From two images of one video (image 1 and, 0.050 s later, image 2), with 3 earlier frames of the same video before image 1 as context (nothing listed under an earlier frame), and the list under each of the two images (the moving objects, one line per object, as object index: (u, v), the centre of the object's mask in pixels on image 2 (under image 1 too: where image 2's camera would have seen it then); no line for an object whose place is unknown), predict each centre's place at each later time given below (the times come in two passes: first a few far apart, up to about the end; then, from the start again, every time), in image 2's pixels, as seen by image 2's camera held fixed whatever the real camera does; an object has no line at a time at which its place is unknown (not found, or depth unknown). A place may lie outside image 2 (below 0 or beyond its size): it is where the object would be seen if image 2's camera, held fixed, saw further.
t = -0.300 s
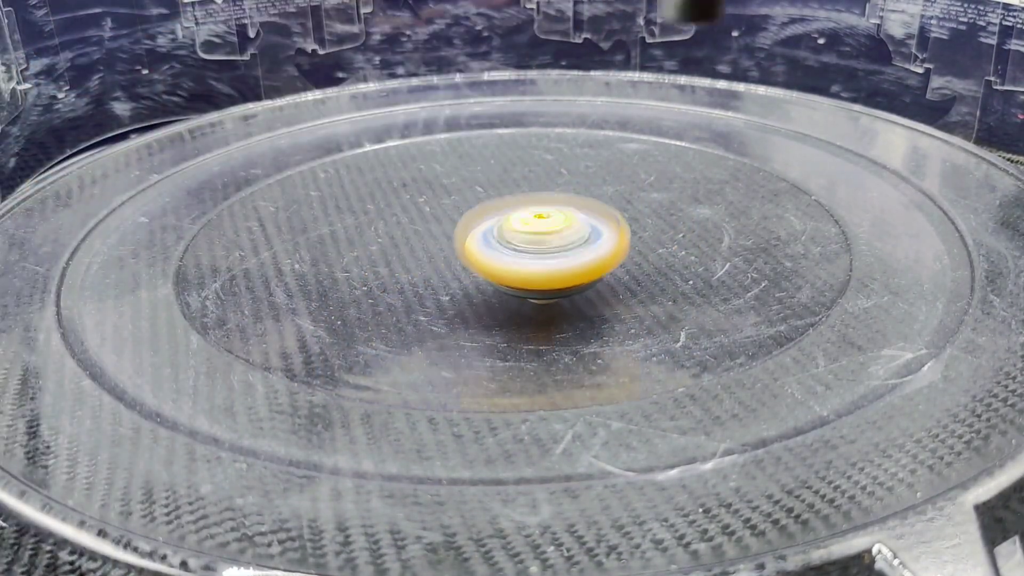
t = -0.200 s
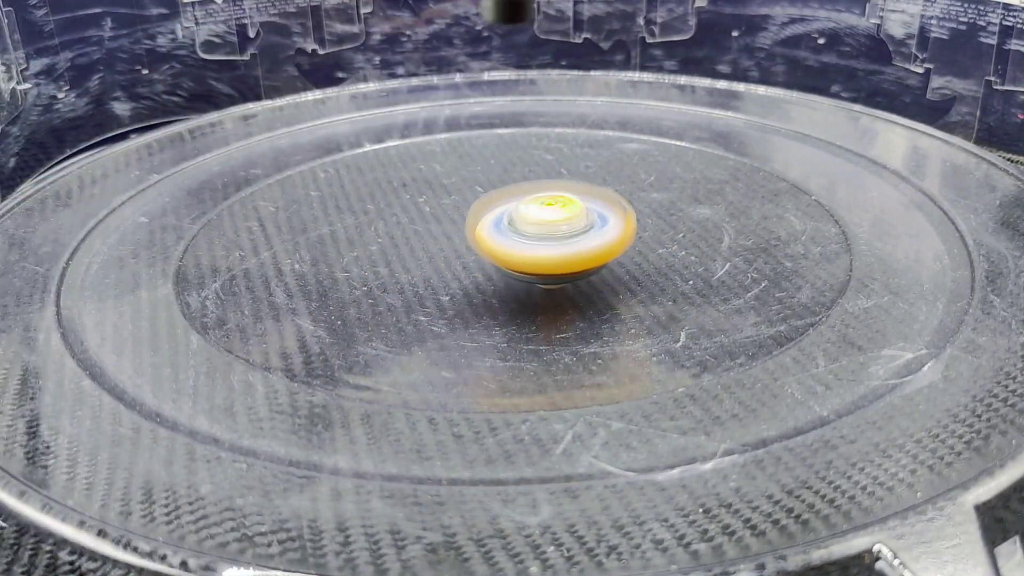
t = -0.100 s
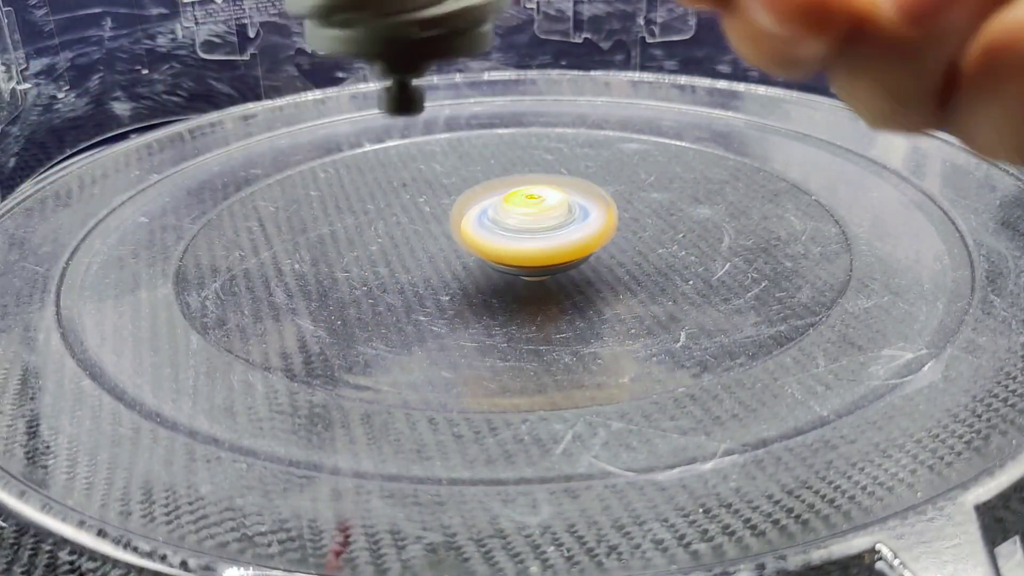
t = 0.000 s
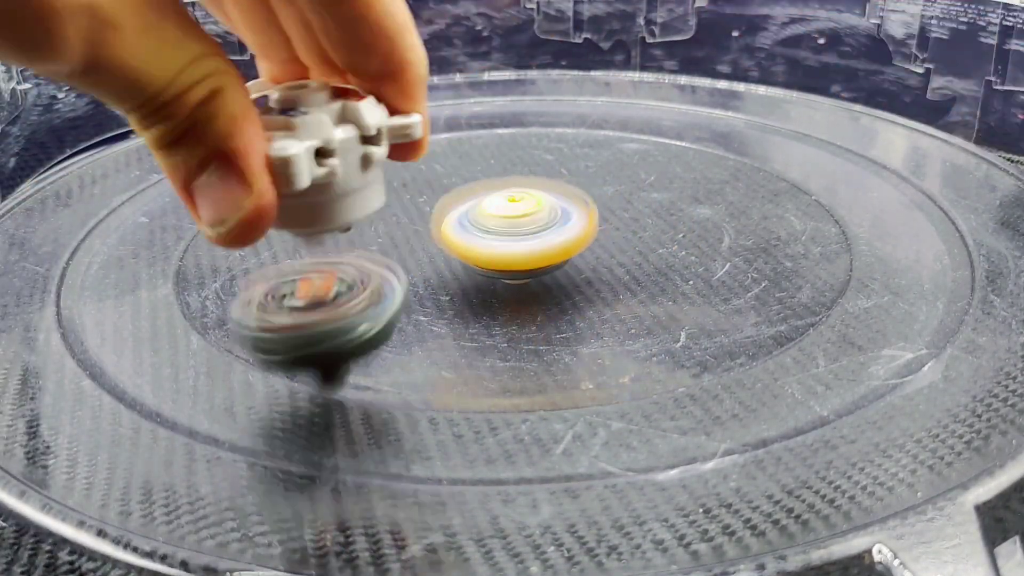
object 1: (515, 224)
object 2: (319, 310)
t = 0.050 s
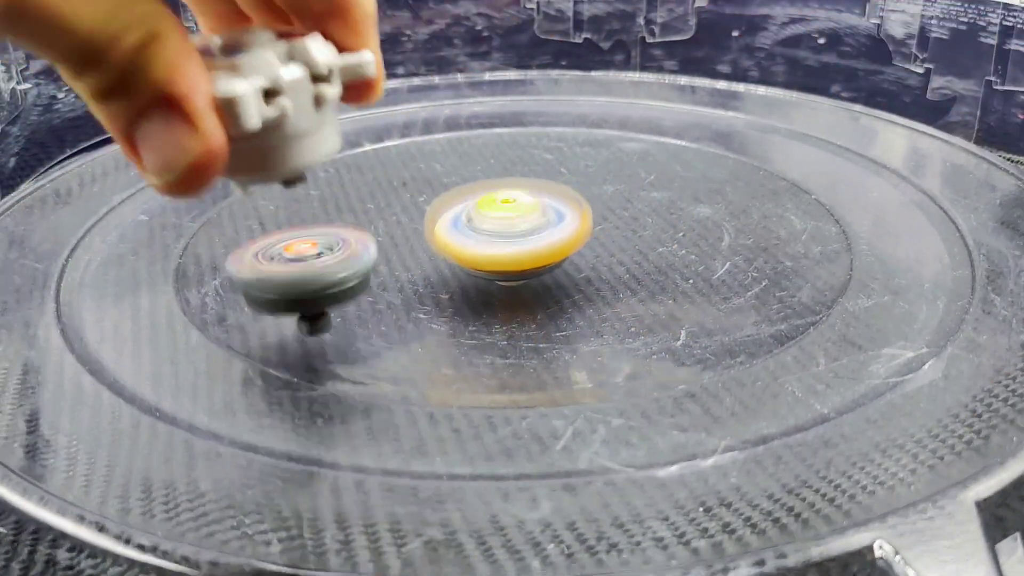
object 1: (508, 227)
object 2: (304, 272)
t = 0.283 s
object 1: (517, 236)
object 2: (468, 143)
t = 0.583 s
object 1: (525, 236)
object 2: (761, 178)
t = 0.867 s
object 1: (525, 237)
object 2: (792, 261)
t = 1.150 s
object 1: (503, 235)
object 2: (715, 236)
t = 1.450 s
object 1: (348, 219)
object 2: (917, 202)
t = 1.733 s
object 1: (478, 266)
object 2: (880, 190)
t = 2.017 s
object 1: (542, 234)
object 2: (758, 188)
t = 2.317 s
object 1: (484, 235)
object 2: (517, 161)
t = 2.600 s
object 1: (529, 245)
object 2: (335, 225)
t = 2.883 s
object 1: (559, 222)
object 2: (540, 298)
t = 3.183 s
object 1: (482, 218)
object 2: (789, 182)
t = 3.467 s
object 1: (485, 246)
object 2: (675, 148)
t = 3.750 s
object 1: (554, 246)
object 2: (429, 207)
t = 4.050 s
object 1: (611, 238)
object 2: (346, 245)
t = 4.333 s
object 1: (564, 221)
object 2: (611, 292)
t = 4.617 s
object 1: (507, 238)
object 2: (696, 229)
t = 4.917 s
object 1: (333, 255)
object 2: (754, 124)
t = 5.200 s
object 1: (416, 274)
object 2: (570, 170)
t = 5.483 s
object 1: (514, 301)
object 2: (446, 112)
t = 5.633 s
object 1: (552, 290)
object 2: (467, 118)
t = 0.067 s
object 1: (507, 228)
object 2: (303, 259)
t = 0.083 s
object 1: (506, 229)
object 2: (304, 254)
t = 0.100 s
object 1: (506, 230)
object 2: (306, 254)
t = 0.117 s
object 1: (506, 231)
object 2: (311, 238)
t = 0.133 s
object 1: (506, 231)
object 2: (319, 226)
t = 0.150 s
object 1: (507, 232)
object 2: (330, 213)
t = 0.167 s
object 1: (508, 233)
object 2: (343, 201)
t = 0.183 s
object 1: (509, 234)
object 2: (356, 190)
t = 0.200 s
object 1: (509, 235)
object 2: (373, 179)
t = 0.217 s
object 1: (510, 235)
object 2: (392, 171)
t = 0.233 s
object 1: (512, 235)
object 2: (411, 162)
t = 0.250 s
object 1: (513, 236)
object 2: (430, 155)
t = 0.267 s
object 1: (515, 236)
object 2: (449, 148)
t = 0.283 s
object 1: (517, 236)
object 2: (468, 143)
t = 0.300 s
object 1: (518, 236)
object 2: (487, 138)
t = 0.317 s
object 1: (519, 236)
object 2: (507, 135)
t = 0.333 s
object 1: (521, 236)
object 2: (527, 134)
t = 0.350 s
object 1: (522, 236)
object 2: (546, 133)
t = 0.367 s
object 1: (523, 236)
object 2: (564, 133)
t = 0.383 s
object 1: (523, 236)
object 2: (583, 135)
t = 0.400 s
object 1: (523, 236)
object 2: (601, 137)
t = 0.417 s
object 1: (524, 236)
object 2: (618, 139)
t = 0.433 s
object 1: (524, 236)
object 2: (635, 141)
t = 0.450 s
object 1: (524, 236)
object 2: (652, 144)
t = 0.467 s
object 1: (525, 236)
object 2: (668, 147)
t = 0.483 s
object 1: (525, 236)
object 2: (684, 150)
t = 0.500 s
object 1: (525, 235)
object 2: (699, 154)
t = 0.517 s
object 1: (525, 235)
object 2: (713, 158)
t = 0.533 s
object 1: (525, 235)
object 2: (726, 163)
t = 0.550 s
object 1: (525, 235)
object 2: (739, 167)
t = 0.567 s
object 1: (525, 235)
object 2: (750, 173)
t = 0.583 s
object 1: (525, 236)
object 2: (761, 178)
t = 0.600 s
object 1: (525, 236)
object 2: (771, 183)
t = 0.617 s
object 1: (525, 236)
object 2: (779, 188)
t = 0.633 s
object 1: (525, 236)
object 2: (787, 194)
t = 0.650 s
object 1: (525, 236)
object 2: (794, 199)
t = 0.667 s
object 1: (525, 236)
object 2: (800, 205)
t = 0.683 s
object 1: (524, 236)
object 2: (805, 211)
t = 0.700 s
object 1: (524, 236)
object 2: (808, 216)
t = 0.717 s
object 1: (524, 236)
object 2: (811, 222)
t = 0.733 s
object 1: (524, 236)
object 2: (812, 227)
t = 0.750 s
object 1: (524, 236)
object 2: (813, 233)
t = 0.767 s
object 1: (524, 236)
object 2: (813, 237)
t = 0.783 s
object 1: (524, 236)
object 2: (812, 242)
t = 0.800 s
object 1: (525, 236)
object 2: (810, 247)
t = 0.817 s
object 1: (525, 237)
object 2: (807, 251)
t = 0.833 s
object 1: (525, 237)
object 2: (803, 255)
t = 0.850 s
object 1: (525, 237)
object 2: (798, 258)
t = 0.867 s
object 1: (525, 237)
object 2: (792, 261)
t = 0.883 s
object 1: (525, 238)
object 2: (785, 263)
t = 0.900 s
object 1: (525, 238)
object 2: (777, 265)
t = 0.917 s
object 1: (525, 239)
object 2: (771, 266)
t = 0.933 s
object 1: (525, 239)
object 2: (762, 268)
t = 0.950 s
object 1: (525, 239)
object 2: (755, 268)
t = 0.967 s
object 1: (525, 239)
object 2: (748, 268)
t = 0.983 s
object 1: (525, 239)
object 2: (740, 268)
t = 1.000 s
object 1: (525, 239)
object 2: (732, 267)
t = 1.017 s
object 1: (525, 239)
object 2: (724, 265)
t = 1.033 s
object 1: (525, 239)
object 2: (716, 263)
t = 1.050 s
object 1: (525, 239)
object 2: (710, 260)
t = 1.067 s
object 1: (525, 239)
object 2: (703, 257)
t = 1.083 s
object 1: (525, 239)
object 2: (695, 254)
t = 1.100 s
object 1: (526, 239)
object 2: (689, 251)
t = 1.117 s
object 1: (526, 239)
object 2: (681, 247)
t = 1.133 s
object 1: (525, 239)
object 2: (674, 243)
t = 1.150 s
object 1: (503, 235)
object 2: (715, 236)
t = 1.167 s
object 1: (480, 230)
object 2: (756, 229)
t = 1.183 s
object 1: (460, 224)
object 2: (792, 223)
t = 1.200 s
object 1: (442, 218)
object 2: (828, 217)
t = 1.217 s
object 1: (426, 213)
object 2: (859, 209)
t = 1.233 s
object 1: (413, 208)
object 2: (886, 204)
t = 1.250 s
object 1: (401, 204)
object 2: (912, 206)
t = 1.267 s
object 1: (391, 200)
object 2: (937, 208)
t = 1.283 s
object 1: (382, 198)
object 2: (955, 207)
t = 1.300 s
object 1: (374, 196)
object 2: (960, 204)
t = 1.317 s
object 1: (368, 196)
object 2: (954, 204)
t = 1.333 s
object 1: (362, 196)
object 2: (946, 206)
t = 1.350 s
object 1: (358, 198)
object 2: (940, 204)
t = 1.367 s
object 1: (354, 200)
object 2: (933, 204)
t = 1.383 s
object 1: (351, 203)
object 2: (929, 204)
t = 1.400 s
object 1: (349, 206)
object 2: (925, 203)
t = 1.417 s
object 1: (348, 210)
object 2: (923, 204)
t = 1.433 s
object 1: (347, 215)
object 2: (920, 203)
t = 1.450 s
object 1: (348, 219)
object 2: (917, 202)
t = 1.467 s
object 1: (350, 224)
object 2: (915, 201)
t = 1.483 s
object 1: (353, 229)
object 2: (914, 201)
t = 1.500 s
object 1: (356, 234)
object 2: (911, 200)
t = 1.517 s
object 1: (361, 238)
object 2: (909, 199)
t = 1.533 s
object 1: (366, 242)
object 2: (907, 198)
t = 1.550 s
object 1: (372, 246)
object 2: (905, 197)
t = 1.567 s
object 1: (380, 250)
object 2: (902, 197)
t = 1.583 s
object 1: (388, 253)
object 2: (901, 196)
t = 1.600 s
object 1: (397, 257)
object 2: (899, 196)
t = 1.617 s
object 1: (406, 259)
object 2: (897, 195)
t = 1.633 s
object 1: (416, 261)
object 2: (895, 195)
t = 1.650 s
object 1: (427, 263)
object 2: (893, 194)
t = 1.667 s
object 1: (437, 265)
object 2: (890, 193)
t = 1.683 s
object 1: (448, 266)
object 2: (888, 192)
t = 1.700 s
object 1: (458, 266)
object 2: (885, 191)
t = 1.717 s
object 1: (468, 266)
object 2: (882, 191)
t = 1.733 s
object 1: (478, 266)
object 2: (880, 190)
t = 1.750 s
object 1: (487, 265)
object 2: (877, 190)
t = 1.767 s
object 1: (496, 264)
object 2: (874, 190)
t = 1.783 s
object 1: (504, 262)
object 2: (872, 189)
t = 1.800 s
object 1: (512, 261)
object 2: (869, 189)
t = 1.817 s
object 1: (518, 259)
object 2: (866, 189)
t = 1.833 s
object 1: (524, 257)
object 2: (864, 188)
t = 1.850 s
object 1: (529, 255)
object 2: (860, 187)
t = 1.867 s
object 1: (533, 253)
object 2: (855, 186)
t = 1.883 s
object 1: (536, 250)
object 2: (849, 186)
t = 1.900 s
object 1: (539, 248)
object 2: (841, 186)
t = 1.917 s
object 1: (541, 246)
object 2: (830, 188)
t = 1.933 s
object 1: (542, 244)
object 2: (820, 187)
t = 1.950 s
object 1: (543, 242)
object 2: (809, 188)
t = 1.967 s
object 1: (544, 240)
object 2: (796, 188)
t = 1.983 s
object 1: (544, 238)
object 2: (785, 188)
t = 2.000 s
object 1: (543, 236)
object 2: (772, 188)
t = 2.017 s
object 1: (542, 234)
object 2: (758, 188)
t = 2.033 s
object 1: (540, 233)
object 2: (744, 188)
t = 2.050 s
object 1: (538, 232)
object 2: (730, 188)
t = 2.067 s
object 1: (537, 231)
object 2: (716, 187)
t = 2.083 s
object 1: (535, 230)
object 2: (701, 187)
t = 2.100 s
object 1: (533, 229)
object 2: (685, 186)
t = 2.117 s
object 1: (531, 228)
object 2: (670, 186)
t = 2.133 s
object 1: (529, 228)
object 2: (653, 185)
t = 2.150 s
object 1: (524, 228)
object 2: (638, 183)
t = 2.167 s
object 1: (518, 228)
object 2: (630, 179)
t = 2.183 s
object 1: (512, 229)
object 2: (619, 176)
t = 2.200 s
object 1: (507, 229)
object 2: (608, 174)
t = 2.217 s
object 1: (503, 230)
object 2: (595, 172)
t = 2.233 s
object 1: (499, 230)
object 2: (583, 170)
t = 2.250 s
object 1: (497, 230)
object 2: (568, 168)
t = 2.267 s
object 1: (495, 230)
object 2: (555, 167)
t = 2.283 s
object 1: (492, 231)
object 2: (541, 165)
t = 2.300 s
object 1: (488, 233)
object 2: (530, 163)
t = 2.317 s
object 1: (484, 235)
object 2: (517, 161)
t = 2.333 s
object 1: (482, 236)
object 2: (506, 160)
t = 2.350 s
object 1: (481, 237)
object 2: (493, 161)
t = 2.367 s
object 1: (480, 238)
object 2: (481, 161)
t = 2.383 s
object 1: (480, 239)
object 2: (468, 162)
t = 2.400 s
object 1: (480, 239)
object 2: (456, 165)
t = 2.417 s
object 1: (482, 240)
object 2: (443, 167)
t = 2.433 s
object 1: (483, 241)
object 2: (431, 171)
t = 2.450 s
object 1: (486, 242)
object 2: (419, 176)
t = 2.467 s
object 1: (488, 242)
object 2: (408, 181)
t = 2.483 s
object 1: (491, 242)
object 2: (397, 188)
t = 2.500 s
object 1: (494, 243)
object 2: (389, 196)
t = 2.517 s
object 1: (496, 243)
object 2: (379, 203)
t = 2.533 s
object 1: (503, 244)
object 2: (370, 207)
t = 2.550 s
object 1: (511, 245)
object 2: (357, 210)
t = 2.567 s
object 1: (517, 245)
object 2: (347, 214)
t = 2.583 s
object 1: (523, 245)
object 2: (339, 219)
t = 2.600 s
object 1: (529, 245)
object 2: (335, 225)
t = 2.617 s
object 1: (535, 245)
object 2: (331, 230)
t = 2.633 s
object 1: (539, 244)
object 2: (331, 237)
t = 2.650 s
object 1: (544, 244)
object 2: (331, 243)
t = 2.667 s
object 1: (547, 243)
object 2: (335, 250)
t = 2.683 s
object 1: (551, 242)
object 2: (340, 255)
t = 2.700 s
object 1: (554, 241)
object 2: (348, 262)
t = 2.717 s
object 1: (557, 240)
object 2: (357, 268)
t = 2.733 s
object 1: (559, 239)
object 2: (370, 275)
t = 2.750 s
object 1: (561, 238)
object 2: (383, 280)
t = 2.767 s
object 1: (562, 236)
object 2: (398, 286)
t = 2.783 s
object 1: (562, 235)
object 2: (415, 290)
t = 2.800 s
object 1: (562, 234)
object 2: (434, 294)
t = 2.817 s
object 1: (562, 232)
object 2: (453, 296)
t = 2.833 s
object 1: (563, 229)
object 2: (475, 298)
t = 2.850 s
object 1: (562, 226)
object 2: (496, 299)
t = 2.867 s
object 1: (561, 223)
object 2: (518, 299)
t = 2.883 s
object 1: (559, 222)
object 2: (540, 298)
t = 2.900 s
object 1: (557, 220)
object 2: (561, 296)
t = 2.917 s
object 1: (555, 219)
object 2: (583, 293)
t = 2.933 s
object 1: (551, 219)
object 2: (601, 288)
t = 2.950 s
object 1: (549, 220)
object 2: (619, 283)
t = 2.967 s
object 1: (547, 221)
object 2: (634, 277)
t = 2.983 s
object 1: (546, 223)
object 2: (648, 271)
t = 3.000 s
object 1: (545, 223)
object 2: (659, 264)
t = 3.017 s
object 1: (544, 223)
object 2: (669, 256)
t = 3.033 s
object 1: (543, 224)
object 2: (675, 249)
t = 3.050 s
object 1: (542, 224)
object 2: (680, 242)
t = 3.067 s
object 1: (541, 224)
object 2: (682, 234)
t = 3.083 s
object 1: (536, 223)
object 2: (691, 225)
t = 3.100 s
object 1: (523, 222)
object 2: (717, 217)
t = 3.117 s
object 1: (512, 220)
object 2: (739, 209)
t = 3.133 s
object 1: (503, 219)
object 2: (757, 201)
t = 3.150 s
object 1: (494, 218)
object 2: (770, 195)
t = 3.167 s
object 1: (487, 218)
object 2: (782, 188)
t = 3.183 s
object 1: (482, 218)
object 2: (789, 182)
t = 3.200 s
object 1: (477, 218)
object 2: (792, 177)
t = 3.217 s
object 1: (473, 219)
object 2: (793, 172)
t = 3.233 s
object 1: (470, 221)
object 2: (791, 168)
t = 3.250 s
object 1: (468, 222)
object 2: (788, 164)
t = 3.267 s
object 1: (466, 224)
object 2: (783, 161)
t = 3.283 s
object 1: (465, 227)
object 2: (777, 159)
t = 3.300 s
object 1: (465, 228)
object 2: (770, 156)
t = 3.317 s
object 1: (465, 230)
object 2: (763, 154)
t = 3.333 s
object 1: (466, 232)
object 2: (755, 153)
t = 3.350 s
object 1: (468, 234)
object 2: (747, 151)
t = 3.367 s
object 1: (469, 236)
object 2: (738, 150)
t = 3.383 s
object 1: (470, 238)
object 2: (729, 149)
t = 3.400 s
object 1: (472, 240)
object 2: (719, 148)
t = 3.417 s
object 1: (475, 242)
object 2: (709, 148)
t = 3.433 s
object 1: (477, 243)
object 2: (698, 147)
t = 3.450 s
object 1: (481, 245)
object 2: (687, 148)
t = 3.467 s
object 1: (485, 246)
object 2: (675, 148)
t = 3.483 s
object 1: (489, 247)
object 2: (663, 149)
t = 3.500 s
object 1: (494, 247)
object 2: (650, 150)
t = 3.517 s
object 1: (498, 248)
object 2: (637, 151)
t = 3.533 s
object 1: (501, 248)
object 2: (624, 153)
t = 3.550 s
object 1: (506, 249)
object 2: (610, 154)
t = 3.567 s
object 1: (510, 249)
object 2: (596, 156)
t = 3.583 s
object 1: (515, 250)
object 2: (581, 159)
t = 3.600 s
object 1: (519, 249)
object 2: (566, 161)
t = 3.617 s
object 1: (524, 249)
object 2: (552, 164)
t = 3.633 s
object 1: (528, 249)
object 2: (537, 167)
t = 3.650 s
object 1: (532, 248)
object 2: (521, 170)
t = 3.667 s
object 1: (534, 247)
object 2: (504, 174)
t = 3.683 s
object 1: (538, 247)
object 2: (490, 180)
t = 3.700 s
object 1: (541, 247)
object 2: (474, 188)
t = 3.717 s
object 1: (543, 246)
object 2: (457, 195)
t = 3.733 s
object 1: (547, 245)
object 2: (445, 204)
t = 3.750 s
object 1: (554, 246)
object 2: (429, 207)
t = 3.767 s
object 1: (567, 248)
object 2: (405, 203)
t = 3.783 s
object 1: (576, 249)
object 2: (384, 197)
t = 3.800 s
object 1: (585, 251)
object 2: (365, 196)
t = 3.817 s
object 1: (594, 252)
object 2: (349, 194)
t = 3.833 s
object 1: (600, 252)
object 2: (335, 192)
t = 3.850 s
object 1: (606, 252)
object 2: (324, 192)
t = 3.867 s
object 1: (609, 251)
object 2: (316, 193)
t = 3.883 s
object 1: (612, 250)
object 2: (312, 195)
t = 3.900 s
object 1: (614, 249)
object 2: (309, 198)
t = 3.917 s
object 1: (616, 249)
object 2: (308, 201)
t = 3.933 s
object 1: (617, 247)
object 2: (310, 206)
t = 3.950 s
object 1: (618, 246)
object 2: (313, 212)
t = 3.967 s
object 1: (618, 244)
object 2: (316, 217)
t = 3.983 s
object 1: (616, 243)
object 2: (320, 223)
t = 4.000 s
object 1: (615, 241)
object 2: (325, 228)
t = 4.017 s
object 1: (614, 240)
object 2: (332, 234)
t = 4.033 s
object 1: (612, 239)
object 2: (339, 240)
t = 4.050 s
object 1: (611, 238)
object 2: (346, 245)
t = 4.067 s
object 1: (609, 237)
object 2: (355, 251)
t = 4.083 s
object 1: (606, 236)
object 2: (364, 257)
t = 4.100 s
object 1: (604, 235)
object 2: (374, 261)
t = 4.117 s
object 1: (601, 234)
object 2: (386, 267)
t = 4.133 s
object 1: (599, 233)
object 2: (399, 272)
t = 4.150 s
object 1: (597, 233)
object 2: (412, 276)
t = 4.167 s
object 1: (595, 233)
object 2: (427, 282)
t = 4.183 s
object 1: (592, 233)
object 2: (444, 285)
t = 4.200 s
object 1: (589, 232)
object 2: (460, 288)
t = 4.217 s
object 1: (588, 231)
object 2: (479, 291)
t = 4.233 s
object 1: (587, 229)
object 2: (498, 292)
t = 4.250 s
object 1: (585, 226)
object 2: (518, 293)
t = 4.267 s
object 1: (581, 224)
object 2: (539, 293)
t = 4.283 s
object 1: (576, 222)
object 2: (559, 291)
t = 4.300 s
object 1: (571, 222)
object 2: (577, 292)
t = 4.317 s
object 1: (568, 221)
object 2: (594, 293)
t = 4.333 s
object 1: (564, 221)
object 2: (611, 292)
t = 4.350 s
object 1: (561, 222)
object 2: (626, 291)
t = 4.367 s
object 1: (558, 224)
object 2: (640, 289)
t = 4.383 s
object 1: (556, 225)
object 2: (654, 286)
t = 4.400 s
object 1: (553, 225)
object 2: (665, 283)
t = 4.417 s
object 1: (549, 226)
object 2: (676, 279)
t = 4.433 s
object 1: (544, 226)
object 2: (685, 274)
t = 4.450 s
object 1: (540, 227)
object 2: (694, 270)
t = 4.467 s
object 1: (537, 228)
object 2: (701, 266)
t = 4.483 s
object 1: (533, 229)
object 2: (705, 261)
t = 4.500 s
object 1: (529, 230)
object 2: (709, 257)
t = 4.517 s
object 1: (525, 230)
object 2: (712, 253)
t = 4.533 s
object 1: (521, 232)
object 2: (712, 248)
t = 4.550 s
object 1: (518, 233)
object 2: (712, 244)
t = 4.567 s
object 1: (516, 234)
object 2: (710, 240)
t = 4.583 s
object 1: (513, 236)
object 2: (706, 236)
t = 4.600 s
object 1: (511, 236)
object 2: (702, 233)
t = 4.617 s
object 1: (507, 238)
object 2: (696, 229)
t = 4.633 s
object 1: (505, 239)
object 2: (688, 226)
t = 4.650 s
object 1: (504, 241)
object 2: (680, 223)
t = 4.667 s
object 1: (503, 242)
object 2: (670, 221)
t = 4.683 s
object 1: (501, 243)
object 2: (659, 219)
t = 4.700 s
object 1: (501, 244)
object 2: (647, 217)
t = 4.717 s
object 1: (499, 245)
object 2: (636, 215)
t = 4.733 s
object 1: (477, 249)
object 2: (652, 201)
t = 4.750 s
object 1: (452, 251)
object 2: (678, 188)
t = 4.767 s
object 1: (428, 252)
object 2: (700, 176)
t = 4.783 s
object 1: (407, 251)
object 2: (719, 166)
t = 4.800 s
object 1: (388, 251)
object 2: (734, 155)
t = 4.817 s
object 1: (371, 252)
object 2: (746, 147)
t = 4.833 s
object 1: (359, 252)
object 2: (754, 140)
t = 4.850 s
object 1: (349, 251)
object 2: (760, 134)
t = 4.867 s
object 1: (341, 251)
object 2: (762, 128)
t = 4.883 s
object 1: (337, 253)
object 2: (761, 126)
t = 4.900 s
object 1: (333, 254)
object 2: (759, 124)
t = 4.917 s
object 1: (333, 255)
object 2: (754, 124)
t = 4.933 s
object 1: (334, 256)
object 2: (748, 125)
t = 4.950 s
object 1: (335, 258)
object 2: (740, 126)
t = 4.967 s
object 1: (337, 261)
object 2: (732, 128)
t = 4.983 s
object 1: (341, 262)
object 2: (723, 130)
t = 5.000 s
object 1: (344, 263)
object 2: (714, 132)
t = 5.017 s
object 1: (348, 265)
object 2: (705, 134)
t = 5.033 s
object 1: (353, 267)
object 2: (695, 137)
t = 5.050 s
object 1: (358, 268)
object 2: (685, 139)
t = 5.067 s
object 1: (363, 269)
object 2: (674, 142)
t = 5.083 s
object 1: (371, 270)
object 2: (662, 144)
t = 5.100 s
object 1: (375, 271)
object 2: (650, 147)
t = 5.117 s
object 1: (380, 272)
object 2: (638, 150)
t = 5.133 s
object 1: (390, 273)
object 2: (625, 154)
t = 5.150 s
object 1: (396, 273)
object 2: (612, 157)
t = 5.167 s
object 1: (402, 273)
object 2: (599, 161)
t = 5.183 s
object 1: (409, 274)
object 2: (585, 165)
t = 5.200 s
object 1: (416, 274)
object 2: (570, 170)
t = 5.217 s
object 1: (423, 274)
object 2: (555, 175)
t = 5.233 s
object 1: (430, 273)
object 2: (542, 180)
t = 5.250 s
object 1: (438, 273)
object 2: (526, 187)
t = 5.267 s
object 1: (444, 273)
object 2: (512, 192)
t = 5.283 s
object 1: (451, 272)
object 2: (498, 196)
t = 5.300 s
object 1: (458, 271)
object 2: (485, 200)
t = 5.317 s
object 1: (463, 270)
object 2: (471, 204)
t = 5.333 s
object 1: (467, 271)
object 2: (459, 207)
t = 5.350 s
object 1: (472, 277)
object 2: (453, 199)
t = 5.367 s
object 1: (476, 283)
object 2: (451, 183)
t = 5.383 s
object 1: (480, 288)
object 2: (448, 169)
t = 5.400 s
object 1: (486, 293)
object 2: (447, 155)
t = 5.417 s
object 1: (490, 296)
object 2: (446, 144)
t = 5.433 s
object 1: (495, 298)
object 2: (445, 133)
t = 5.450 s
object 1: (503, 300)
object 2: (444, 125)
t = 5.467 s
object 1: (510, 301)
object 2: (445, 118)
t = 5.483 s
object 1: (514, 301)
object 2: (446, 112)
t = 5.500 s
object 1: (519, 301)
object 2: (447, 110)
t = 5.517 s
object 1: (525, 301)
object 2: (449, 109)
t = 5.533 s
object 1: (529, 300)
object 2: (450, 108)
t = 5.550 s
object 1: (534, 298)
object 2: (453, 109)
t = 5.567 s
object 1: (540, 297)
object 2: (456, 111)
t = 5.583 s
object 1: (544, 296)
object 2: (458, 112)
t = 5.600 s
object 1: (546, 294)
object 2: (461, 114)
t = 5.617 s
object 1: (548, 292)
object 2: (464, 117)
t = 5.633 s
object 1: (552, 290)
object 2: (467, 118)
